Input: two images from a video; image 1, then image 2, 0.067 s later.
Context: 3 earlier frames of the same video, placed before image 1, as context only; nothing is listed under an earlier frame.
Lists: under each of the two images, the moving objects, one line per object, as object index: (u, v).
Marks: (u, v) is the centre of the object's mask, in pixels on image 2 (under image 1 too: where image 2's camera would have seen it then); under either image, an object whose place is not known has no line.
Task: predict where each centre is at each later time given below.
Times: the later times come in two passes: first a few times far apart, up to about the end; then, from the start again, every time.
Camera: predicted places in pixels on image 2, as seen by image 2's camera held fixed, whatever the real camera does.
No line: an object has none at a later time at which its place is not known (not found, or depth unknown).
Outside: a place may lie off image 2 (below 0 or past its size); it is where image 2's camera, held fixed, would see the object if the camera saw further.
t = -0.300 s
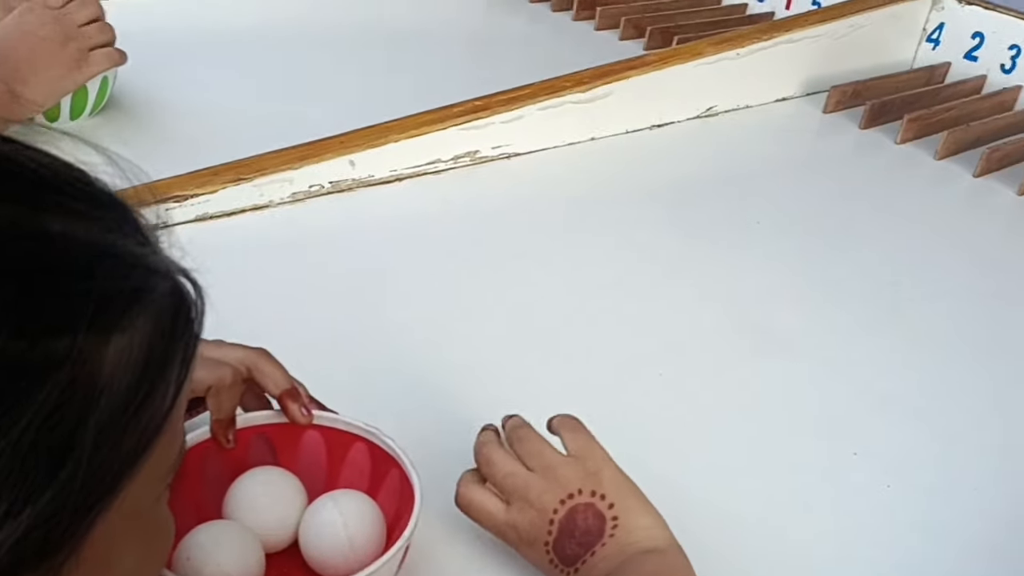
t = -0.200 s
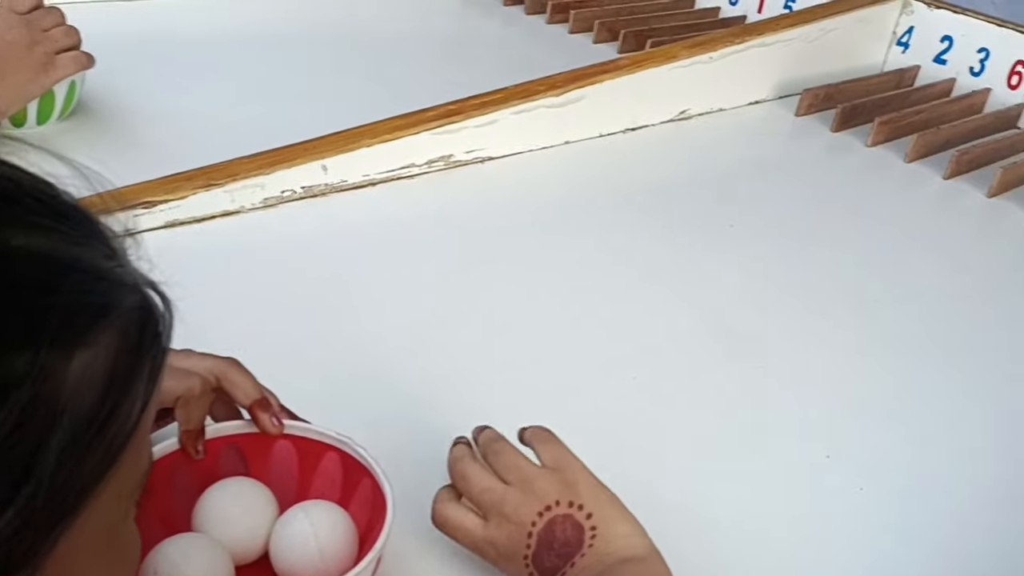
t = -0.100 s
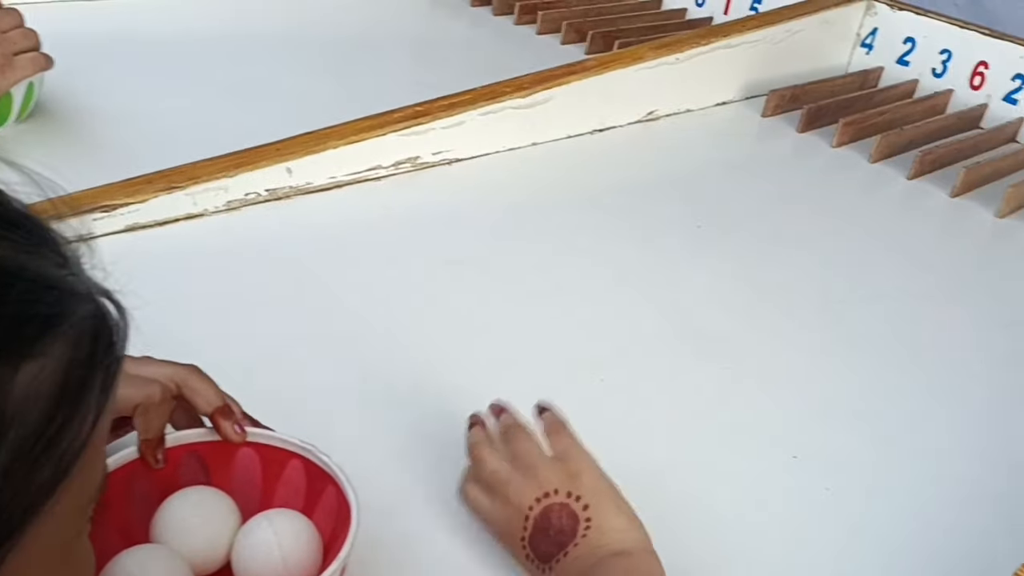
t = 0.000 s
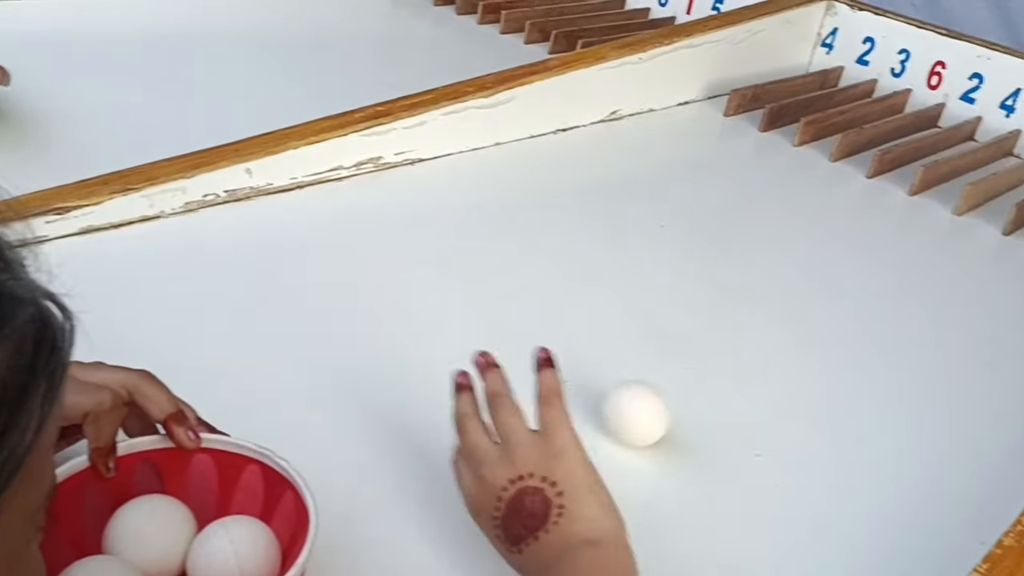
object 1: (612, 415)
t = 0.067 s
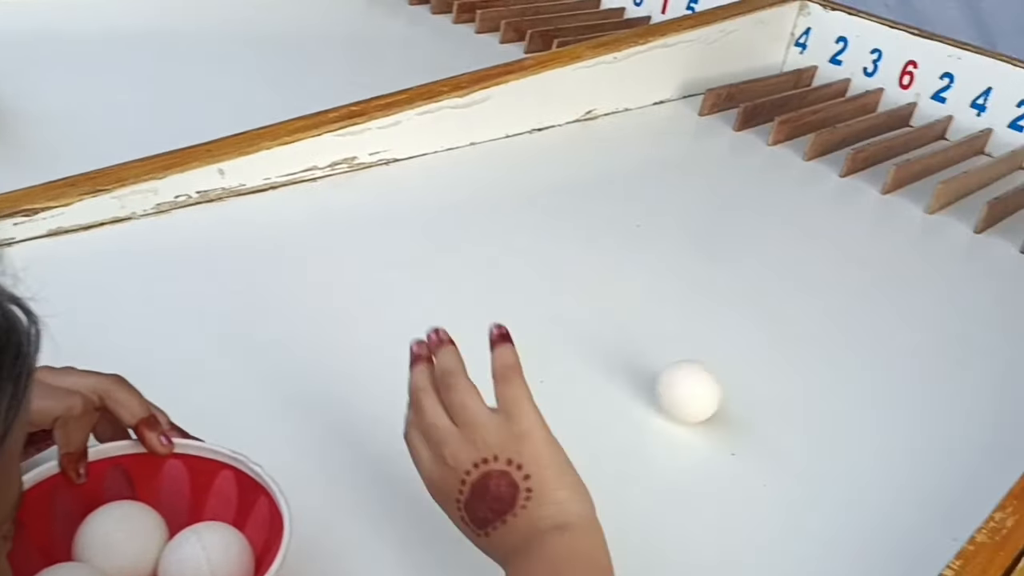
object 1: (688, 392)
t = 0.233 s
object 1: (834, 351)
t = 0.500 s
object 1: (1026, 290)
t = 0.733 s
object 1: (1127, 301)
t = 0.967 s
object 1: (1048, 267)
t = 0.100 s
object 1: (721, 383)
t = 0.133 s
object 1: (750, 374)
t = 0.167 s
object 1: (779, 366)
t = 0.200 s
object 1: (807, 359)
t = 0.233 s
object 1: (834, 351)
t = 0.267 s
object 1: (861, 343)
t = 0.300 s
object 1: (887, 335)
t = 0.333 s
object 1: (912, 327)
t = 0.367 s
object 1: (936, 319)
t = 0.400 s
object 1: (960, 311)
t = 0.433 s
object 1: (983, 304)
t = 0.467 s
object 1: (1005, 297)
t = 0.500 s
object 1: (1026, 290)
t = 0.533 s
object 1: (1047, 282)
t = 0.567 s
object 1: (1068, 275)
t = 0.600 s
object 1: (1087, 268)
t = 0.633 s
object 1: (1118, 277)
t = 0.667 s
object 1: (1137, 293)
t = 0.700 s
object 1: (1147, 303)
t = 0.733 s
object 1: (1127, 301)
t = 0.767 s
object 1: (1107, 296)
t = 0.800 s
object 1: (1091, 292)
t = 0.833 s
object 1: (1080, 287)
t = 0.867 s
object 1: (1072, 282)
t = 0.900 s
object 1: (1063, 277)
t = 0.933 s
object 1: (1056, 272)
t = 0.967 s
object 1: (1048, 267)
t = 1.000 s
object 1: (1042, 262)
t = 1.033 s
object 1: (1036, 257)
